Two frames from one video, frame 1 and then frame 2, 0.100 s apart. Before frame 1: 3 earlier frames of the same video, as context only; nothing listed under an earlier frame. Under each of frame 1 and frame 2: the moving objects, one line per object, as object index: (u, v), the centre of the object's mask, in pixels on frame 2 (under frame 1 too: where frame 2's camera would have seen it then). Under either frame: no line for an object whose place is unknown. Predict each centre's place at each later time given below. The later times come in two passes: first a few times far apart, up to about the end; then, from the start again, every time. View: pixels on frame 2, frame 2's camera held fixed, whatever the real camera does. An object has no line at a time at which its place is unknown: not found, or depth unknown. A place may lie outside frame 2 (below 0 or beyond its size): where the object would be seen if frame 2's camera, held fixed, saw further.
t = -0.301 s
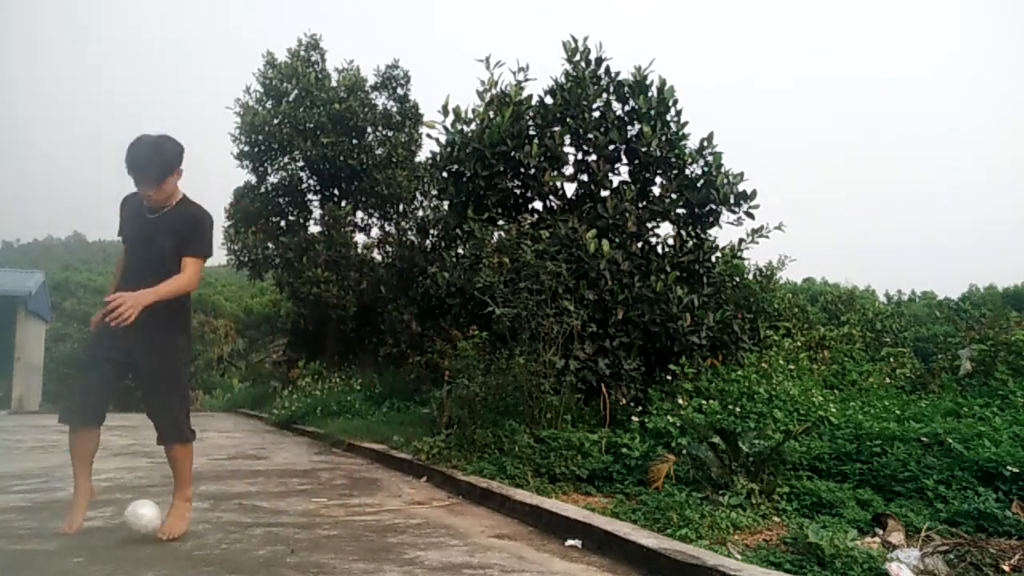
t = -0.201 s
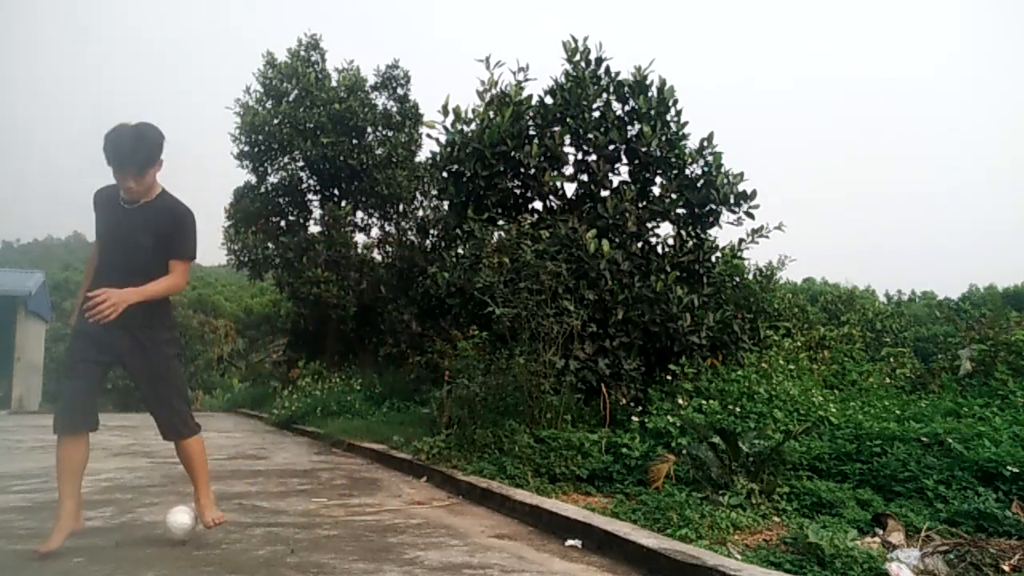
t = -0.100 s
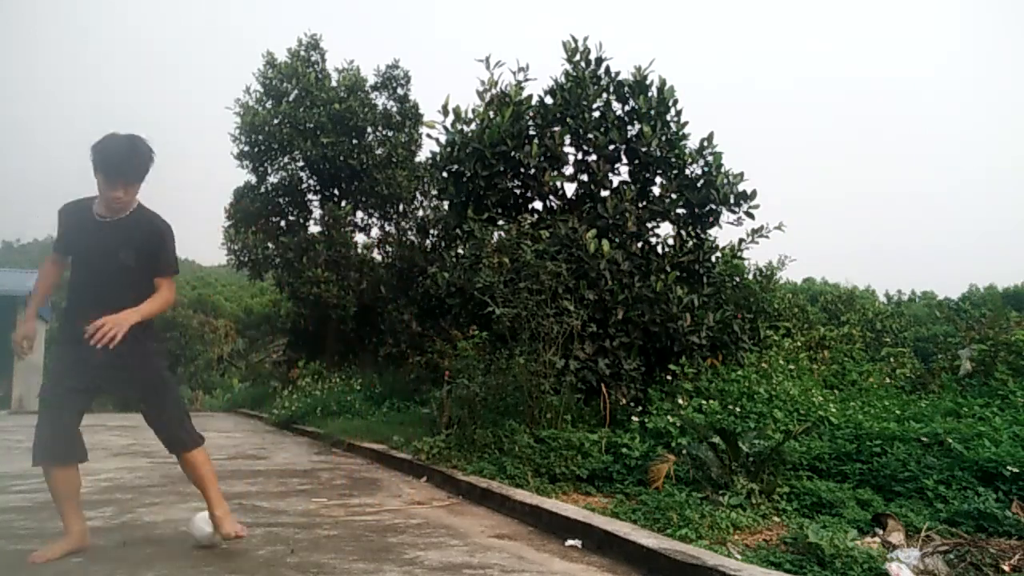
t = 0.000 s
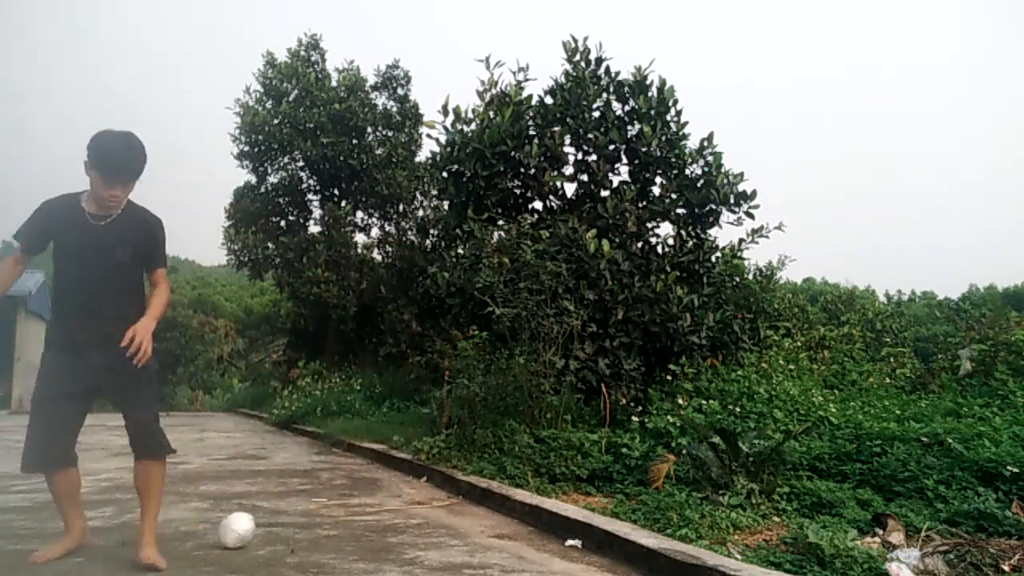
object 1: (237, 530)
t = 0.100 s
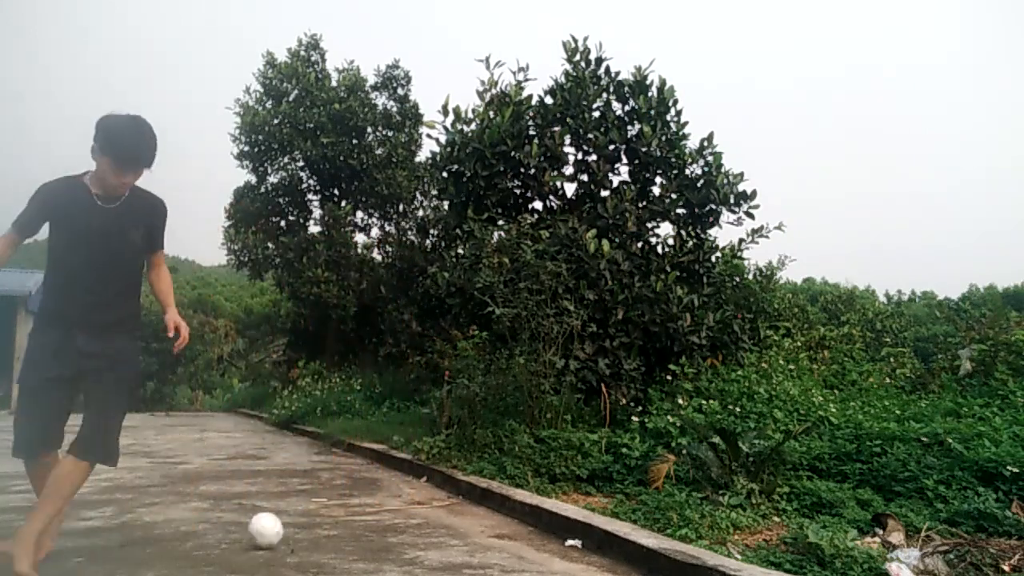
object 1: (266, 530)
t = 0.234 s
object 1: (302, 533)
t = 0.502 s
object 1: (373, 531)
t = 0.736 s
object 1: (432, 530)
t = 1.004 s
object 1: (490, 528)
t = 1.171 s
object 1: (523, 527)
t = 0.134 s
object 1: (275, 529)
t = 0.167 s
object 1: (284, 531)
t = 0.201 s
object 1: (293, 532)
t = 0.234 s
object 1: (302, 533)
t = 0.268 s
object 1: (311, 532)
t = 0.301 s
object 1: (319, 531)
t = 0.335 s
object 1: (329, 532)
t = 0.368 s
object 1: (338, 532)
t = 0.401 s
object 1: (347, 532)
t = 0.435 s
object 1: (356, 532)
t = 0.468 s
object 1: (365, 532)
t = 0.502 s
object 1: (373, 531)
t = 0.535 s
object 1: (381, 531)
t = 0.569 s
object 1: (390, 531)
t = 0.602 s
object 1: (399, 532)
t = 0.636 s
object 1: (407, 532)
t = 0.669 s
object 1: (416, 531)
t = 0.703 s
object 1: (423, 531)
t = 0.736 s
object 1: (432, 530)
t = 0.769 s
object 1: (439, 531)
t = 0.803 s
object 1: (447, 530)
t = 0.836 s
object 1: (455, 529)
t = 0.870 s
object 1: (462, 529)
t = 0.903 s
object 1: (469, 530)
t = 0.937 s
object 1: (476, 528)
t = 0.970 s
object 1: (483, 528)
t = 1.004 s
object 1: (490, 528)
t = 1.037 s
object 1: (497, 529)
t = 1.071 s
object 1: (504, 528)
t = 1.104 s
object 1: (510, 528)
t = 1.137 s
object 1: (516, 528)
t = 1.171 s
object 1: (523, 527)
